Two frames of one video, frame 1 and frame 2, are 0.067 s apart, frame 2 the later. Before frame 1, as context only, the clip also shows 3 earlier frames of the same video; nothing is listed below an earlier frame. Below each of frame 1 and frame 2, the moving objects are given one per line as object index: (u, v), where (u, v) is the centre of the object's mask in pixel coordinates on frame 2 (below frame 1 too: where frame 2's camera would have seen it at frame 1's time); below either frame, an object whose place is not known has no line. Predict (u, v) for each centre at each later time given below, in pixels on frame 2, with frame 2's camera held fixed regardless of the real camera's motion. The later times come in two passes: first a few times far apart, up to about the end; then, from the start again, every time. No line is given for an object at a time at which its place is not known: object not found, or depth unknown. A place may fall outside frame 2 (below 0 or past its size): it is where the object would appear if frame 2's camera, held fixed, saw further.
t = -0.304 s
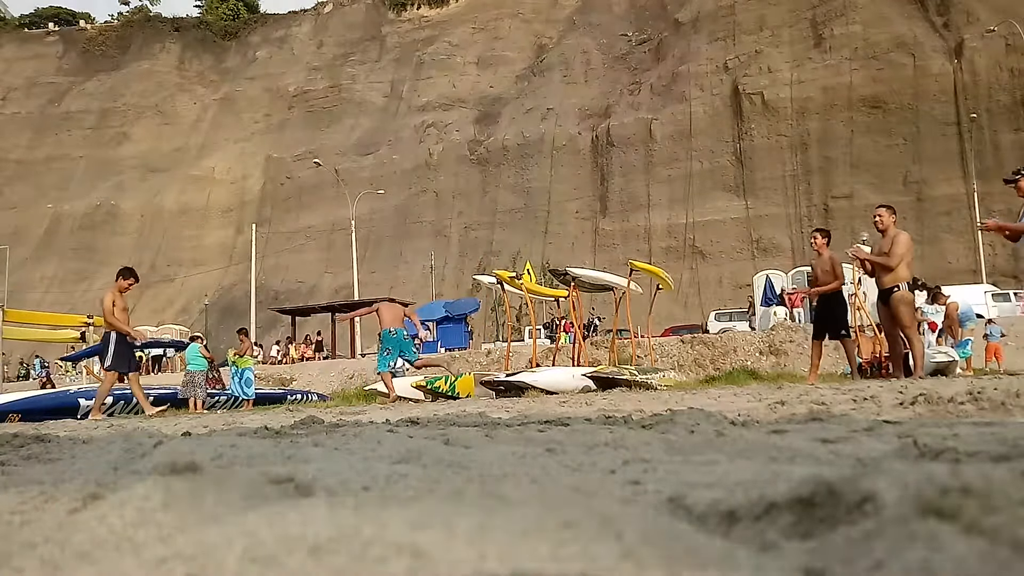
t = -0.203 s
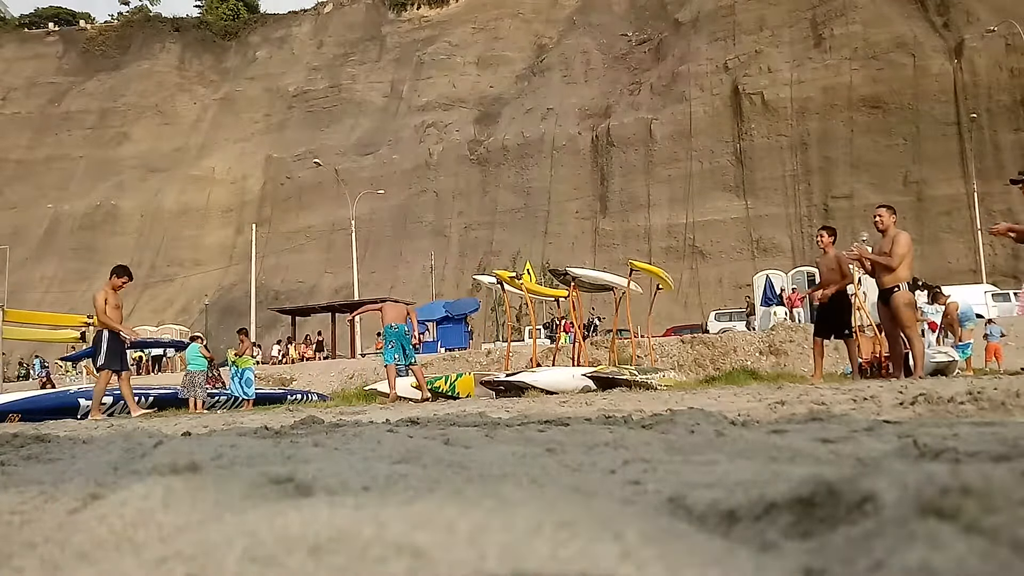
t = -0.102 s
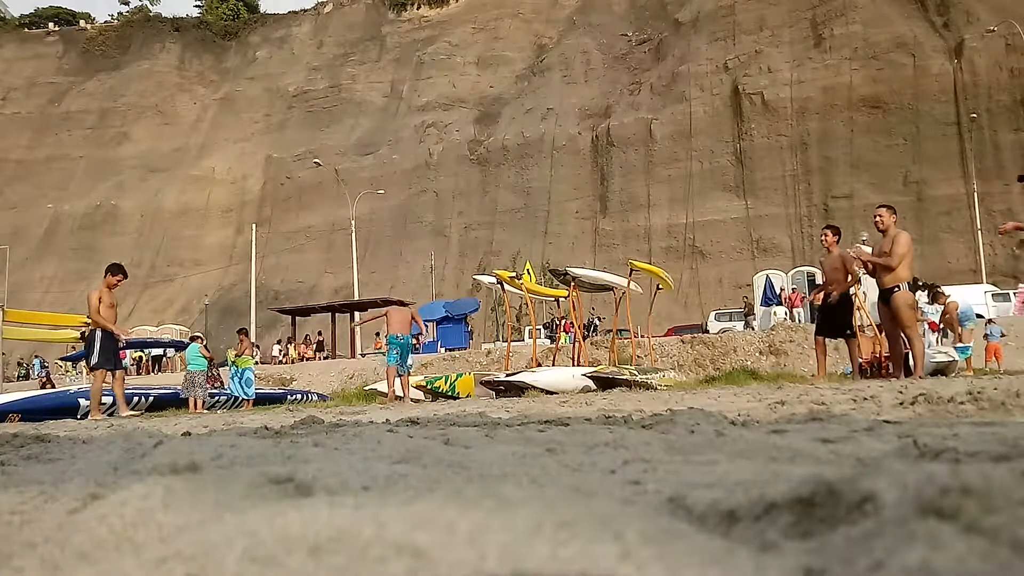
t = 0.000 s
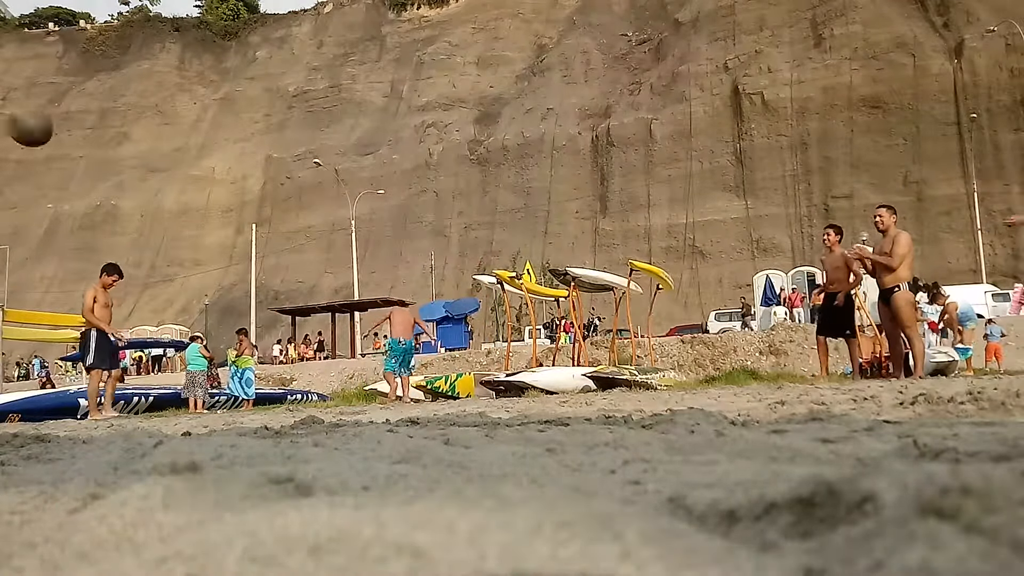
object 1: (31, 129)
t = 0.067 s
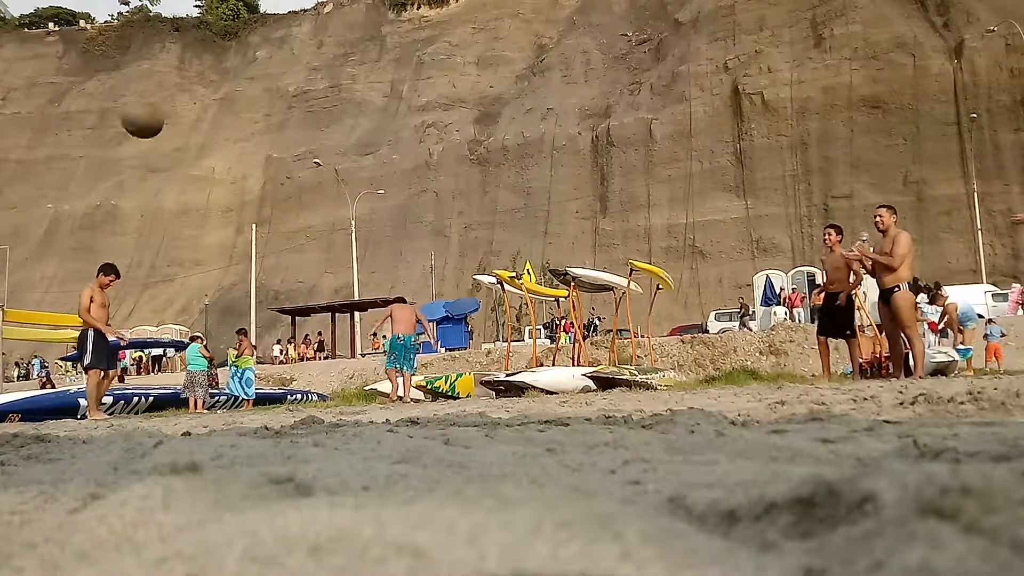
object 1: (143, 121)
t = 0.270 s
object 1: (442, 143)
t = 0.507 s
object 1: (745, 249)
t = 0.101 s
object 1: (196, 119)
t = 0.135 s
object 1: (248, 121)
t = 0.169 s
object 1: (299, 123)
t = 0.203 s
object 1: (349, 130)
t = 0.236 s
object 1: (395, 135)
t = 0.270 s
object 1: (442, 143)
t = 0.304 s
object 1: (488, 152)
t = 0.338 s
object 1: (532, 165)
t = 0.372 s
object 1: (577, 179)
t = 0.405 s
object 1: (619, 193)
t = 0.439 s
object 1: (661, 213)
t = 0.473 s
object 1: (703, 231)
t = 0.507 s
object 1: (745, 249)
